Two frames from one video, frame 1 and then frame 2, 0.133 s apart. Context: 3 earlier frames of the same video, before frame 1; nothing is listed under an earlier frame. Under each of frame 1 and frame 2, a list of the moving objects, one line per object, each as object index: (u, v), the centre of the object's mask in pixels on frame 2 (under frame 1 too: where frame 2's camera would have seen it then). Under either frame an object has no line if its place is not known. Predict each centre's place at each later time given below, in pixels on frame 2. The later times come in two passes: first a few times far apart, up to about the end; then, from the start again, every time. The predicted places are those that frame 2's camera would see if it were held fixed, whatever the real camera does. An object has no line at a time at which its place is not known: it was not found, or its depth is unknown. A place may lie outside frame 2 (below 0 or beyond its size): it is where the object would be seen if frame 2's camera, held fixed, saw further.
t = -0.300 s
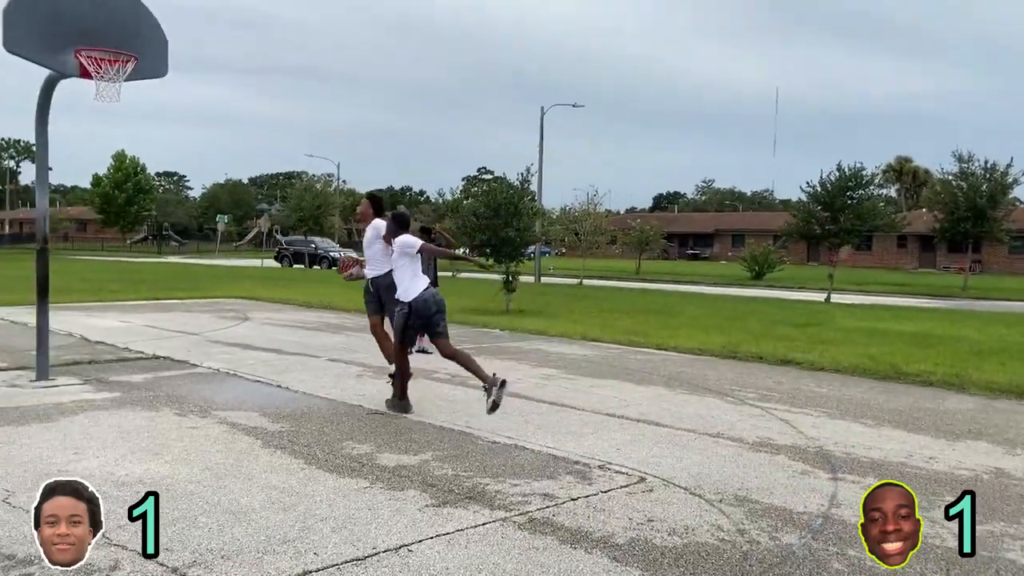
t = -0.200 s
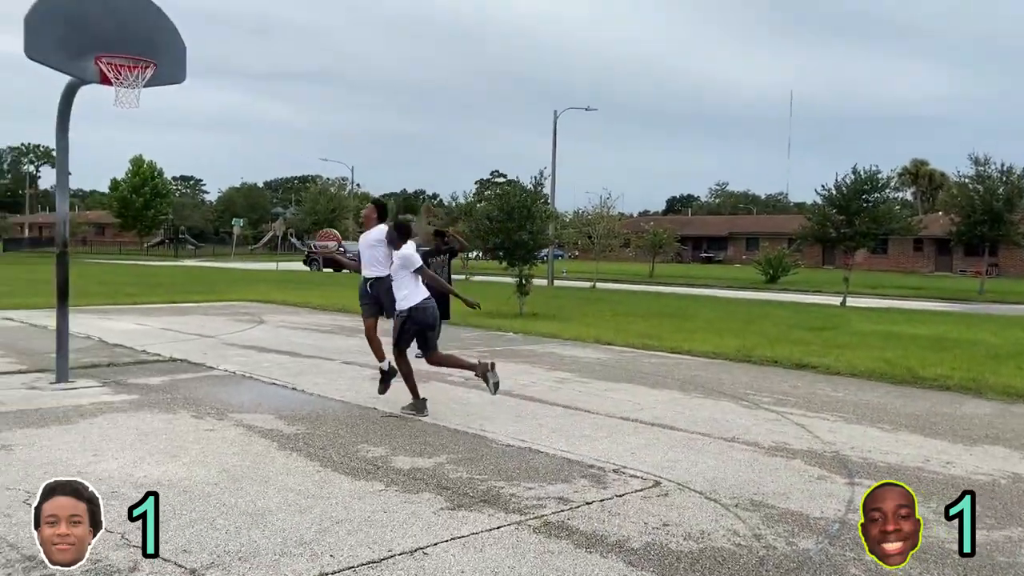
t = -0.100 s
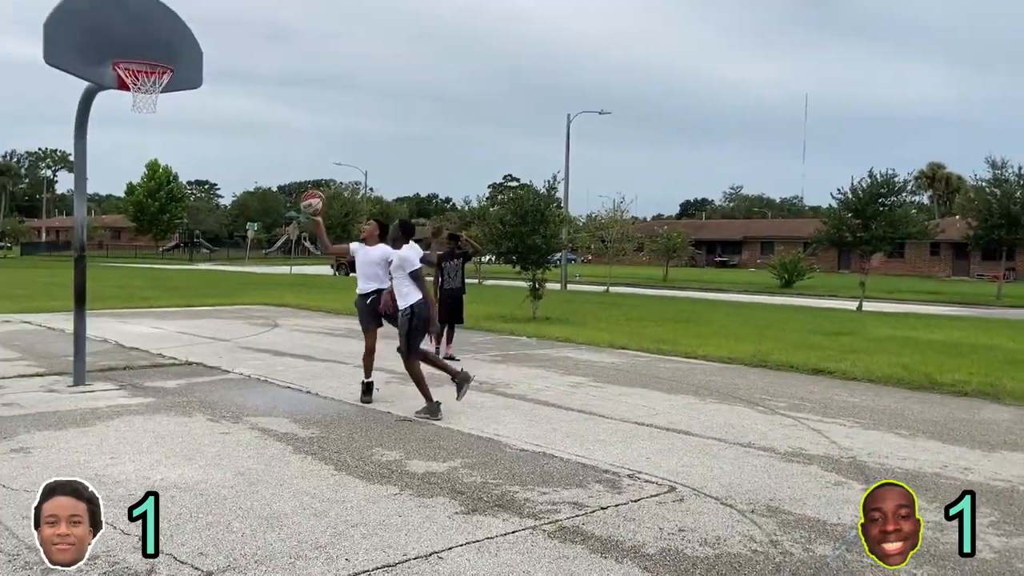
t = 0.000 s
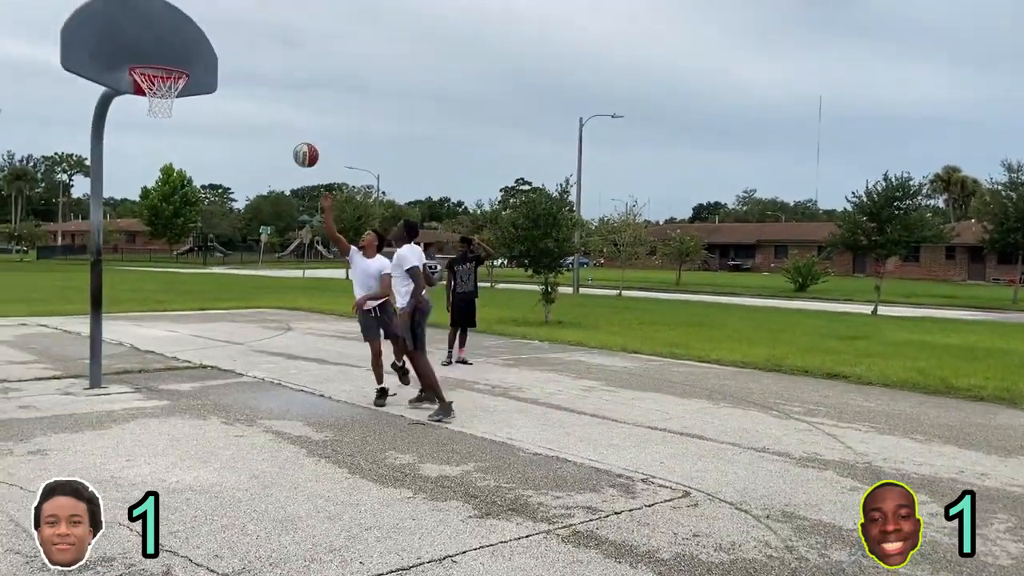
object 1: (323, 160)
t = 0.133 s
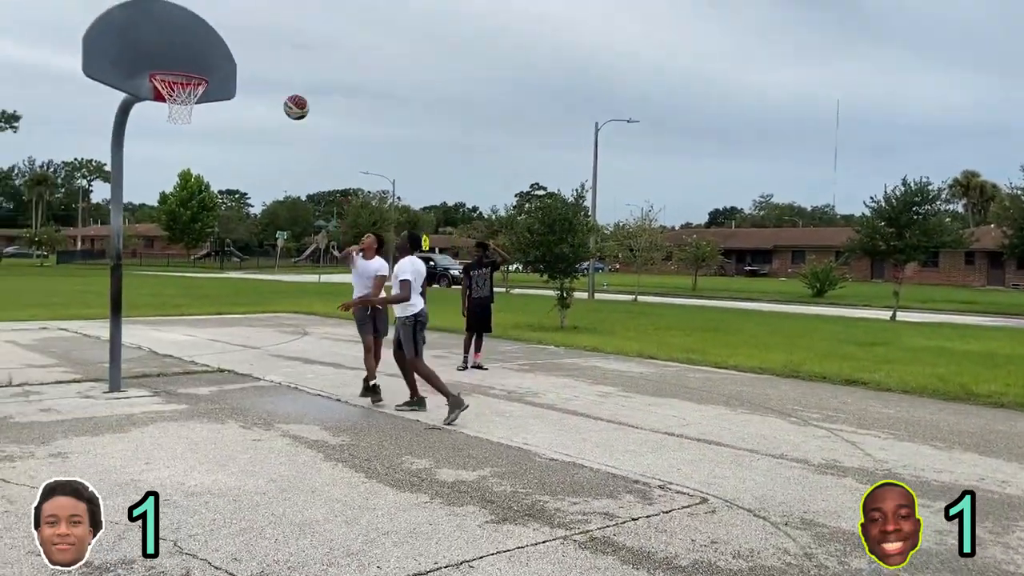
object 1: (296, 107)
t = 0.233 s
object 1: (276, 80)
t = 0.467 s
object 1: (229, 54)
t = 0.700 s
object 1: (205, 64)
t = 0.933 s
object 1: (191, 49)
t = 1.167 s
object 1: (177, 54)
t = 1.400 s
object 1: (168, 60)
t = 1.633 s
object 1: (154, 111)
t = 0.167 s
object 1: (289, 97)
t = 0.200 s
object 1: (283, 87)
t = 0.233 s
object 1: (276, 80)
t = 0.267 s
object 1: (269, 72)
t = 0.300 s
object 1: (263, 67)
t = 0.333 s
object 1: (256, 62)
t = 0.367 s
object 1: (249, 58)
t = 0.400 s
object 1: (243, 55)
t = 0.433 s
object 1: (236, 54)
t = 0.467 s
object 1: (229, 54)
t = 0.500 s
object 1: (223, 56)
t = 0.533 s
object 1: (217, 57)
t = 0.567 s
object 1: (215, 56)
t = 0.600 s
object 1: (213, 56)
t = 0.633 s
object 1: (210, 58)
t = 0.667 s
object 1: (208, 60)
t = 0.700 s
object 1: (205, 64)
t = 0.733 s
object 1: (203, 68)
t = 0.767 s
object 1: (201, 64)
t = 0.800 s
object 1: (198, 60)
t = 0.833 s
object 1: (196, 55)
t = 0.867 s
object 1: (195, 52)
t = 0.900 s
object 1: (193, 50)
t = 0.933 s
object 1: (191, 49)
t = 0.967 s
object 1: (189, 49)
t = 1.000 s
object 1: (186, 51)
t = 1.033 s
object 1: (184, 54)
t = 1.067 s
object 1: (182, 59)
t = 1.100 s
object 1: (180, 60)
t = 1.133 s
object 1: (179, 57)
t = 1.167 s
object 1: (177, 54)
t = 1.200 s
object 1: (176, 53)
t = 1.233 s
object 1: (175, 53)
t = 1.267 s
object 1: (174, 55)
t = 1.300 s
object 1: (173, 58)
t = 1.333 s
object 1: (171, 58)
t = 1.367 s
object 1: (169, 58)
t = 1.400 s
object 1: (168, 60)
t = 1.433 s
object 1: (166, 62)
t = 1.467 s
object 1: (164, 67)
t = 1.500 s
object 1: (162, 73)
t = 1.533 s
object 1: (160, 81)
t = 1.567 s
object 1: (158, 89)
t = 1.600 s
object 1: (156, 99)
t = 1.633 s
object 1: (154, 111)
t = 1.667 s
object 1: (152, 122)
